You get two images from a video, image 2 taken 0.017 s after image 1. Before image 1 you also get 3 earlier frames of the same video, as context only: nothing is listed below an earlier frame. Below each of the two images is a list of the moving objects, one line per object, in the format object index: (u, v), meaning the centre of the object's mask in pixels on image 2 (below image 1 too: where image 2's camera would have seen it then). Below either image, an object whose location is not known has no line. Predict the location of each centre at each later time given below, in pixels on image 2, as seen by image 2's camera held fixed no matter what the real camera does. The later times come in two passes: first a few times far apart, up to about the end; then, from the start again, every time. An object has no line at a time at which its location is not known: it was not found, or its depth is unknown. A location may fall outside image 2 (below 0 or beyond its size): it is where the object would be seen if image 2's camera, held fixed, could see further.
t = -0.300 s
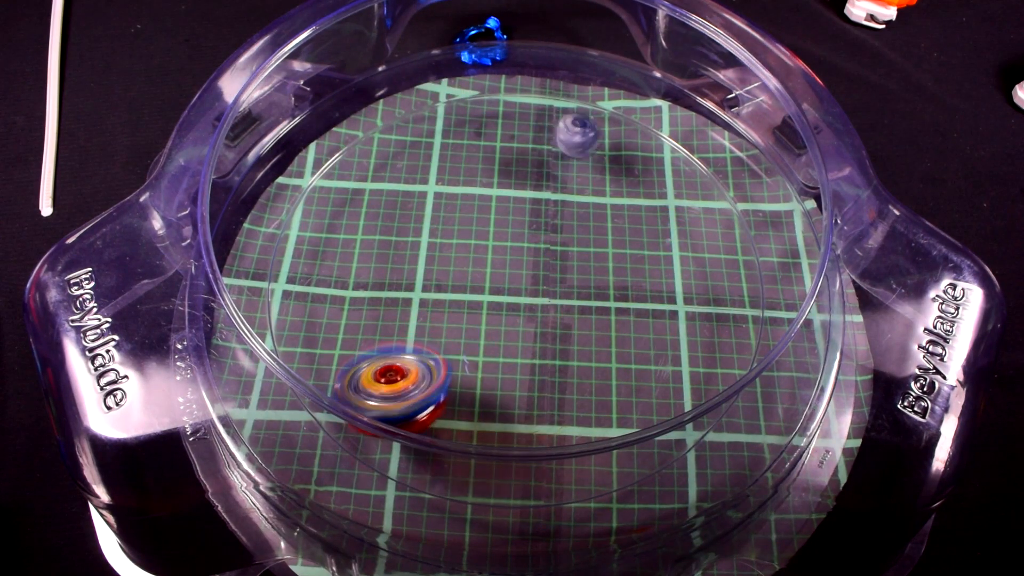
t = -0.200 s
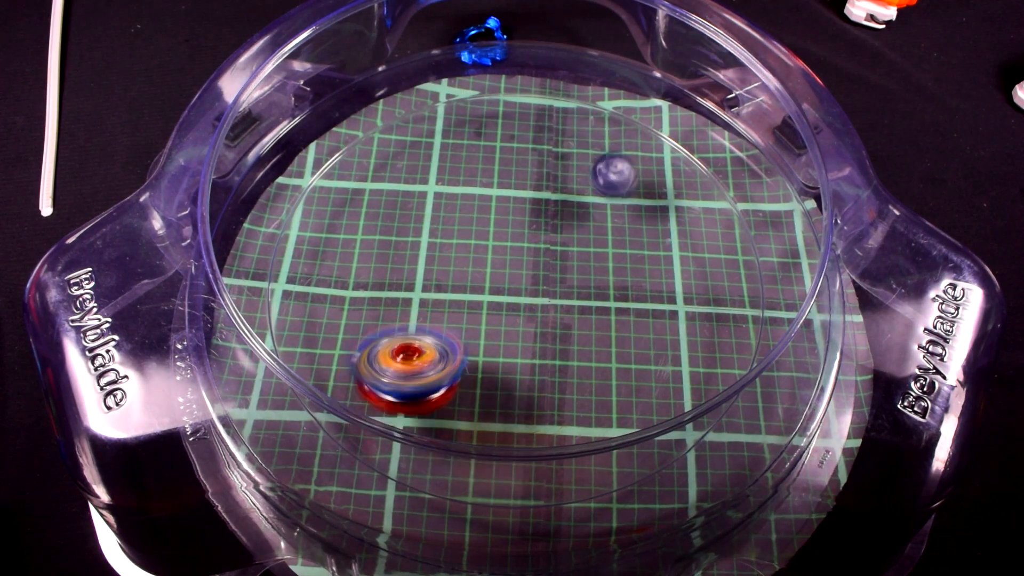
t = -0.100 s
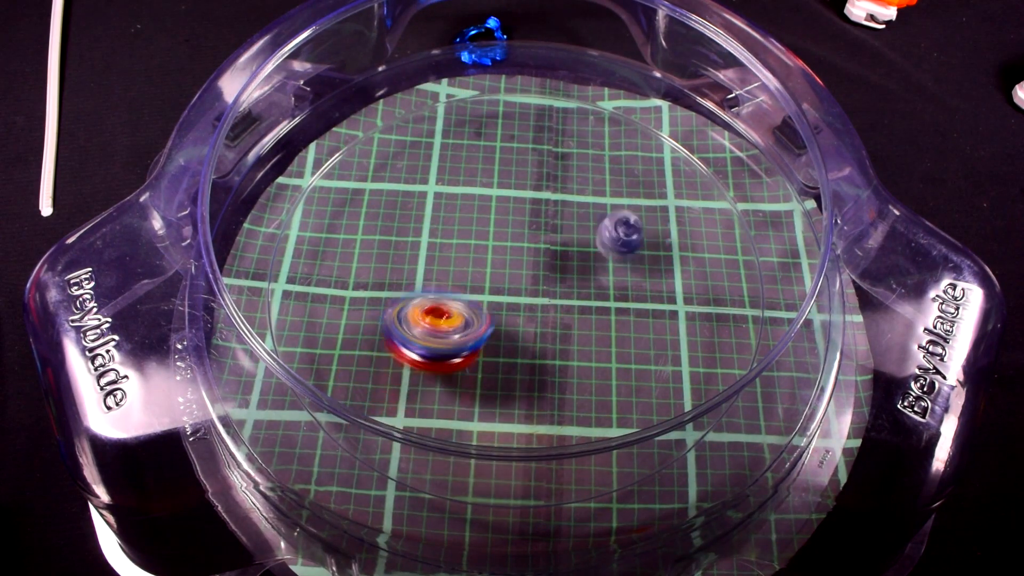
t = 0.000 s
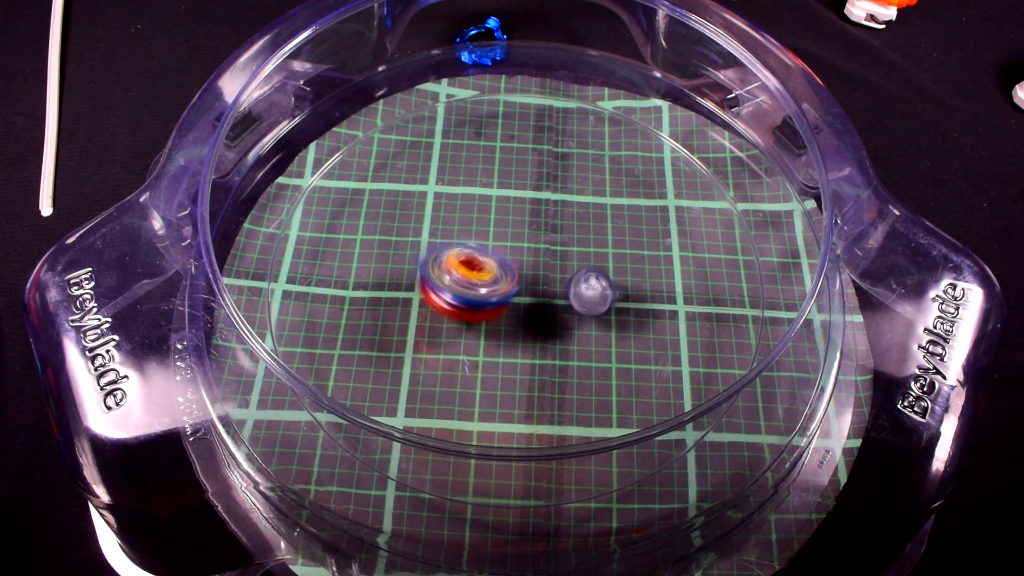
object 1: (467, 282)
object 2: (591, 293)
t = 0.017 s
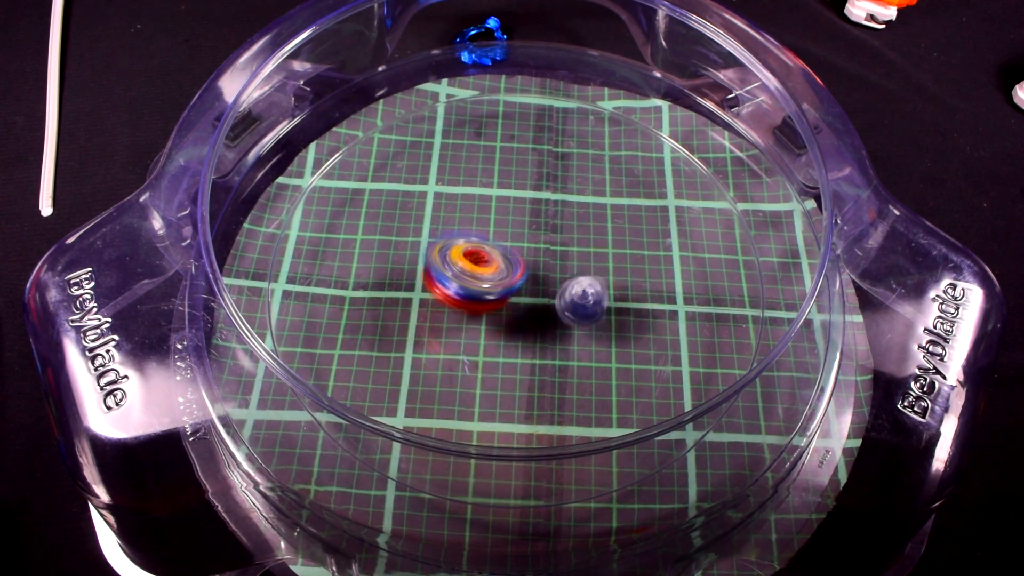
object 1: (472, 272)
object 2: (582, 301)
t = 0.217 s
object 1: (508, 180)
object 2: (469, 365)
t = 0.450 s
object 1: (513, 143)
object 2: (428, 317)
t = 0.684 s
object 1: (547, 196)
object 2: (450, 293)
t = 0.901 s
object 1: (622, 244)
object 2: (286, 466)
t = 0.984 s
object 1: (640, 265)
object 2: (312, 457)
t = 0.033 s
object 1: (476, 263)
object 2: (571, 308)
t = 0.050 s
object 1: (481, 255)
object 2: (564, 320)
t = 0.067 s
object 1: (485, 246)
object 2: (553, 328)
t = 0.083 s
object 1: (489, 239)
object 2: (545, 335)
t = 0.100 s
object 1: (493, 230)
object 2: (534, 341)
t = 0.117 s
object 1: (496, 222)
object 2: (524, 348)
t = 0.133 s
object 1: (499, 215)
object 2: (513, 351)
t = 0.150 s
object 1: (501, 206)
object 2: (504, 357)
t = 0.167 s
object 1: (503, 200)
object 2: (493, 358)
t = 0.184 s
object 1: (505, 192)
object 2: (486, 362)
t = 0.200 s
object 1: (507, 186)
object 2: (475, 363)
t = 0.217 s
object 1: (508, 180)
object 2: (469, 365)
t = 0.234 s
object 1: (509, 174)
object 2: (462, 363)
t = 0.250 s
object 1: (510, 169)
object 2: (454, 365)
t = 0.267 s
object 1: (510, 164)
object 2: (448, 361)
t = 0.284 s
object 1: (511, 160)
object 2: (442, 362)
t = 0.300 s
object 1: (511, 156)
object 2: (437, 359)
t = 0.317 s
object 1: (512, 152)
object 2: (433, 357)
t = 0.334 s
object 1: (511, 149)
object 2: (430, 351)
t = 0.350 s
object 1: (511, 147)
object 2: (426, 347)
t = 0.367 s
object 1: (512, 145)
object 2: (426, 341)
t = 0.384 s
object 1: (512, 144)
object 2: (424, 337)
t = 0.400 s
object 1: (512, 143)
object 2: (425, 334)
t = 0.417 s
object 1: (513, 143)
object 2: (425, 328)
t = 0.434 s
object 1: (513, 143)
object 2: (424, 323)
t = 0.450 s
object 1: (513, 143)
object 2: (428, 317)
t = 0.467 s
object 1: (514, 144)
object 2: (429, 310)
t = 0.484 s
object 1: (515, 146)
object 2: (434, 304)
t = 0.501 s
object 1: (516, 148)
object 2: (438, 297)
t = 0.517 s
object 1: (517, 151)
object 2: (442, 290)
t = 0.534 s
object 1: (519, 154)
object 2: (449, 283)
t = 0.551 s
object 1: (520, 158)
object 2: (455, 277)
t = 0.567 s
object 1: (522, 163)
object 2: (459, 273)
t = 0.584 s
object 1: (524, 167)
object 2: (466, 268)
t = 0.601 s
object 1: (527, 172)
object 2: (472, 264)
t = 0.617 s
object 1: (528, 179)
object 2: (478, 260)
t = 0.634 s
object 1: (531, 185)
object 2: (486, 255)
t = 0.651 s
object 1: (533, 191)
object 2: (491, 252)
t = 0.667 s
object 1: (540, 194)
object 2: (475, 268)
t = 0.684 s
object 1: (547, 196)
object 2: (450, 293)
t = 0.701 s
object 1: (553, 200)
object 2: (425, 320)
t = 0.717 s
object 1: (560, 203)
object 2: (407, 339)
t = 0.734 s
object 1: (565, 206)
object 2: (383, 362)
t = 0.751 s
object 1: (572, 209)
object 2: (364, 383)
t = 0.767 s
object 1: (579, 213)
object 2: (346, 400)
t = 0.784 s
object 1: (586, 216)
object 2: (328, 419)
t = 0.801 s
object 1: (592, 219)
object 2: (316, 431)
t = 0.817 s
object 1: (597, 223)
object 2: (307, 438)
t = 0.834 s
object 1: (603, 227)
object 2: (296, 449)
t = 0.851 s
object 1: (609, 230)
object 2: (288, 458)
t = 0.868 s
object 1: (613, 234)
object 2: (287, 459)
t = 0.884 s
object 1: (619, 239)
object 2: (285, 462)
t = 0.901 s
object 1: (622, 244)
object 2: (286, 466)
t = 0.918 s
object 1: (626, 248)
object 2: (286, 472)
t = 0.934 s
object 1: (630, 252)
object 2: (290, 472)
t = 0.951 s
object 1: (634, 256)
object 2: (296, 468)
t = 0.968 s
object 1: (637, 260)
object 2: (303, 462)
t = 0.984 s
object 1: (640, 265)
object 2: (312, 457)
